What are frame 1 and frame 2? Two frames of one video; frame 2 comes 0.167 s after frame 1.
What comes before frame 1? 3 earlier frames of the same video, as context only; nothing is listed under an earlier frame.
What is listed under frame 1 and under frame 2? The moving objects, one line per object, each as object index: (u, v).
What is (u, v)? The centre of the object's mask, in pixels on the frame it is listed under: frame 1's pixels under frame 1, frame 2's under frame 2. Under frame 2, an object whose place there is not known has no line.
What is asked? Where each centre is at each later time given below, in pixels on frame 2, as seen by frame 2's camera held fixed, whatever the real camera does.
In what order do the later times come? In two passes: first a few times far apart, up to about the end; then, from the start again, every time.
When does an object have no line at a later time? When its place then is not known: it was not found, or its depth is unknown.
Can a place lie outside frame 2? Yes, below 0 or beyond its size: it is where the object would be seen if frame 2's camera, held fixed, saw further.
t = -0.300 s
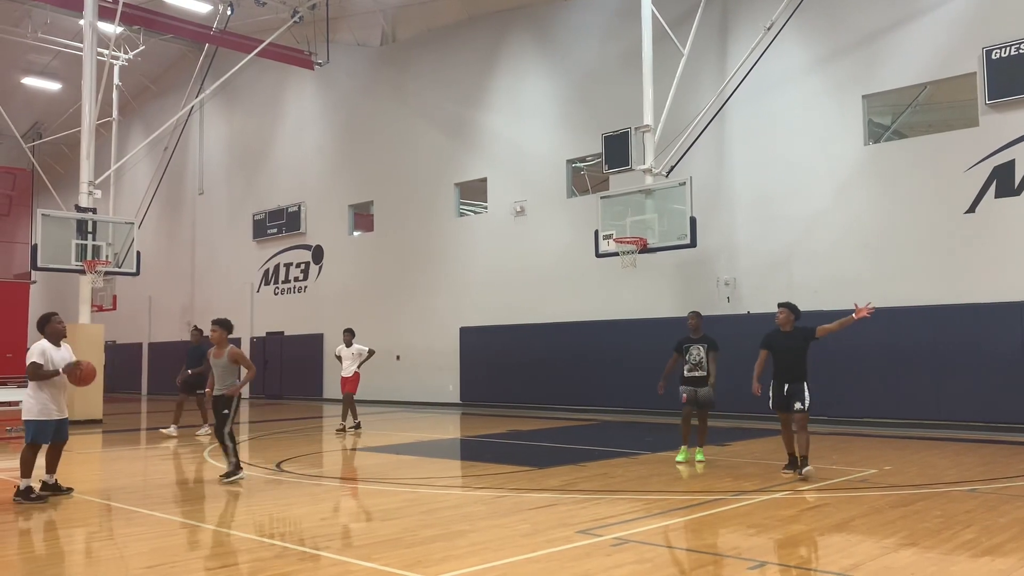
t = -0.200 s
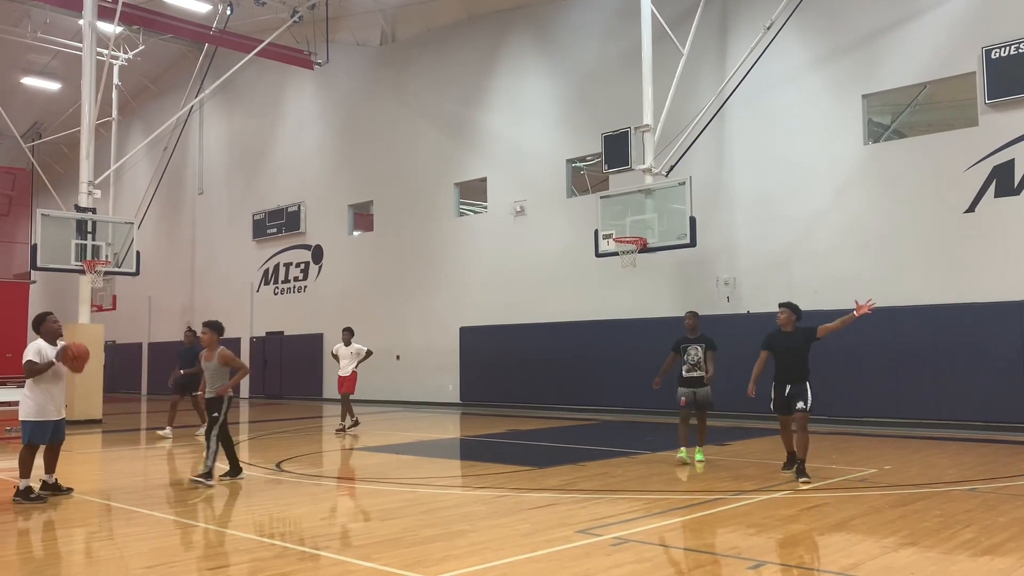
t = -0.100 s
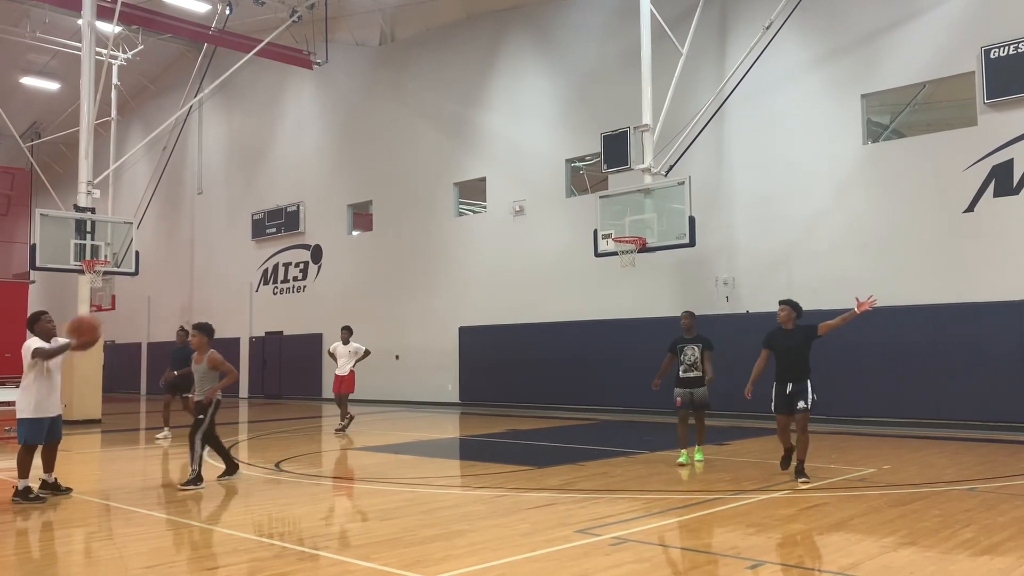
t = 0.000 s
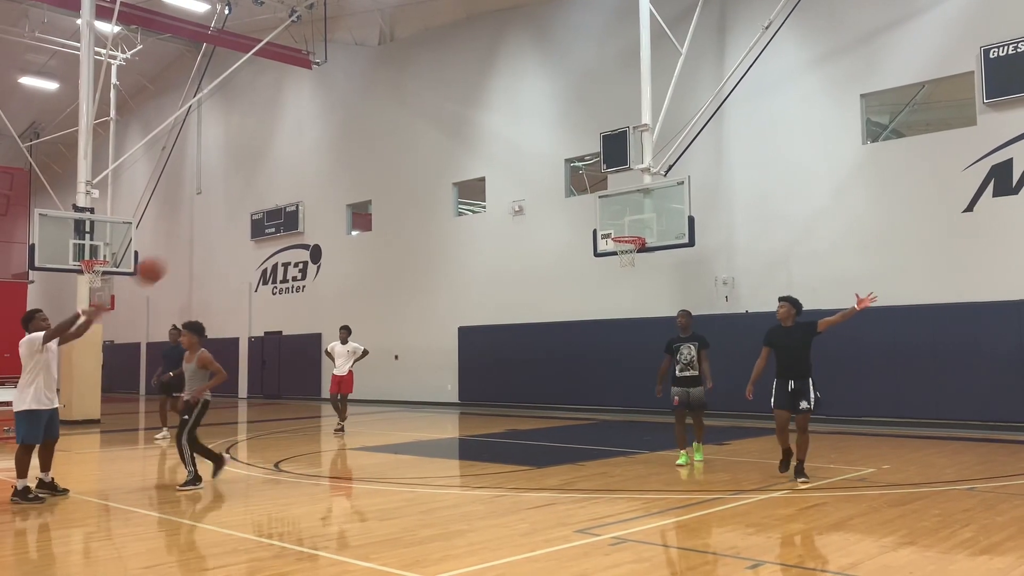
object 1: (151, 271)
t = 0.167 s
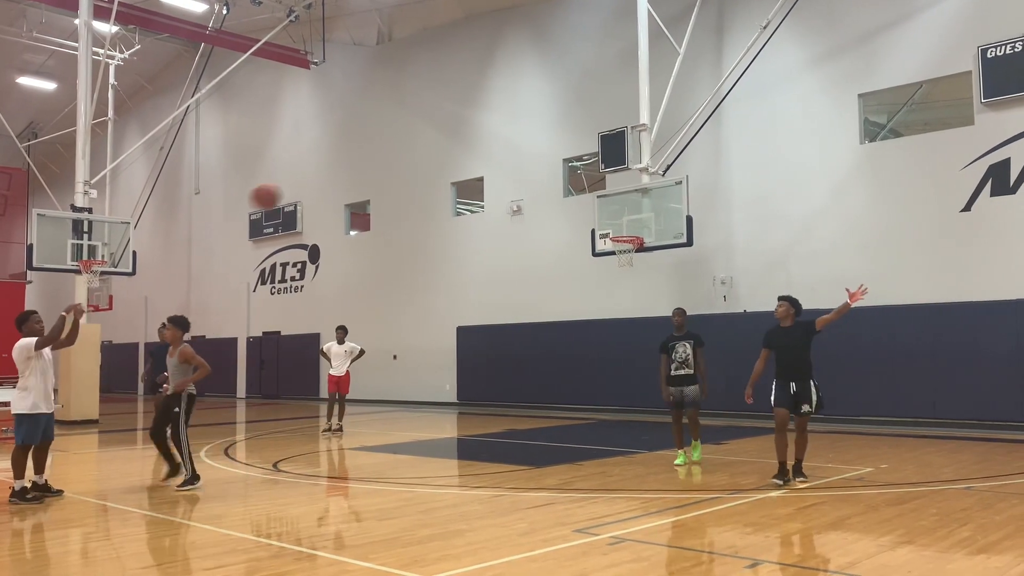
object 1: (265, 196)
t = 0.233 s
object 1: (313, 175)
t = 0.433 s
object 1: (453, 142)
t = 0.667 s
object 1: (617, 156)
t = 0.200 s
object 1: (289, 186)
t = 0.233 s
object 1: (313, 175)
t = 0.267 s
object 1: (336, 167)
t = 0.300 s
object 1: (359, 160)
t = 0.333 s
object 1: (383, 154)
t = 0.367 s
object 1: (406, 149)
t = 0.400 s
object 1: (429, 145)
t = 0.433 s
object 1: (453, 142)
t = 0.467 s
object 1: (476, 141)
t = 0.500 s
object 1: (500, 140)
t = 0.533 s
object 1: (523, 142)
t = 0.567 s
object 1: (547, 144)
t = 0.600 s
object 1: (570, 147)
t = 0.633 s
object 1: (595, 150)
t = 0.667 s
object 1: (617, 156)
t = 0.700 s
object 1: (643, 164)
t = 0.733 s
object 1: (667, 172)
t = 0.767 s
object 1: (691, 182)
